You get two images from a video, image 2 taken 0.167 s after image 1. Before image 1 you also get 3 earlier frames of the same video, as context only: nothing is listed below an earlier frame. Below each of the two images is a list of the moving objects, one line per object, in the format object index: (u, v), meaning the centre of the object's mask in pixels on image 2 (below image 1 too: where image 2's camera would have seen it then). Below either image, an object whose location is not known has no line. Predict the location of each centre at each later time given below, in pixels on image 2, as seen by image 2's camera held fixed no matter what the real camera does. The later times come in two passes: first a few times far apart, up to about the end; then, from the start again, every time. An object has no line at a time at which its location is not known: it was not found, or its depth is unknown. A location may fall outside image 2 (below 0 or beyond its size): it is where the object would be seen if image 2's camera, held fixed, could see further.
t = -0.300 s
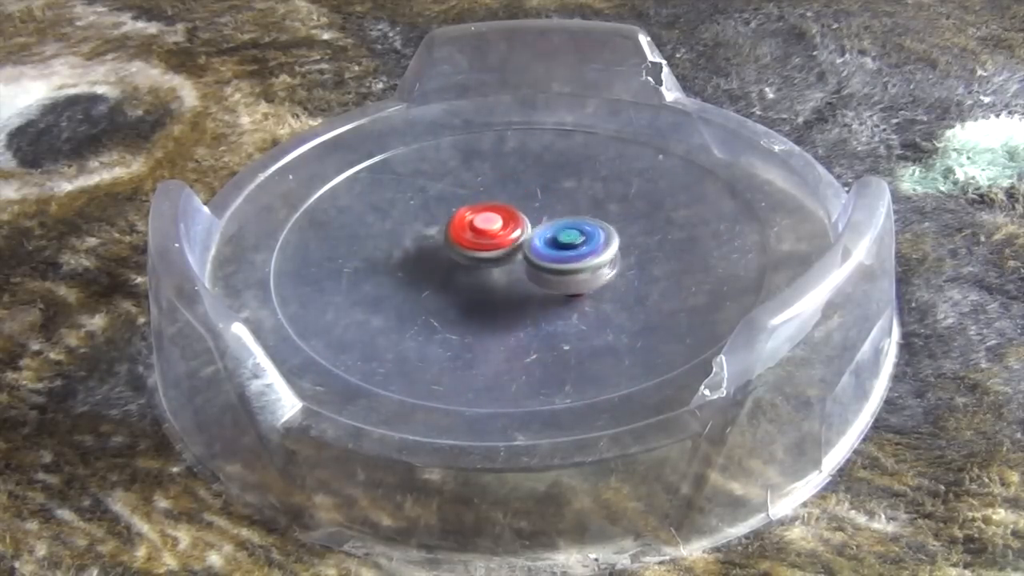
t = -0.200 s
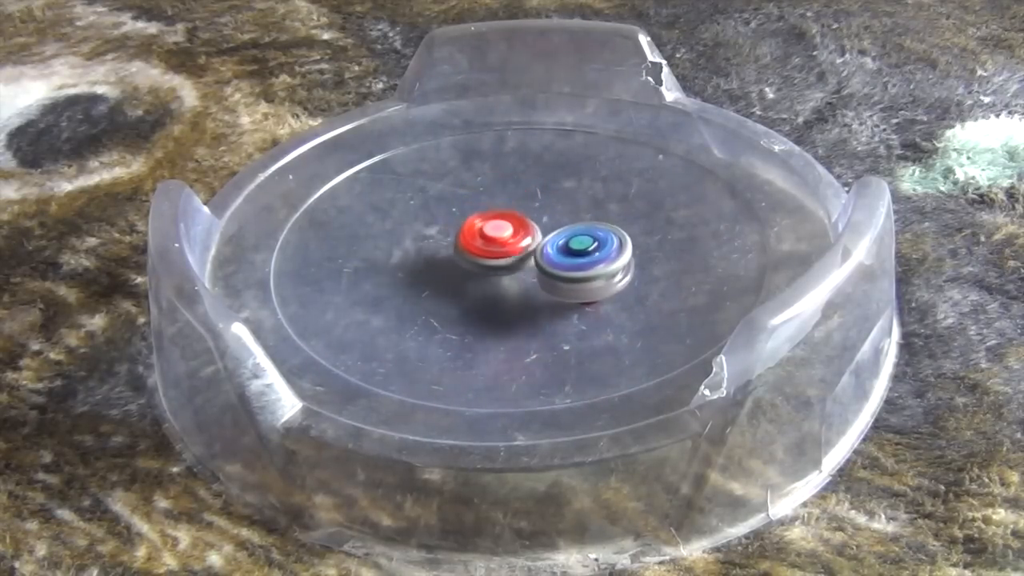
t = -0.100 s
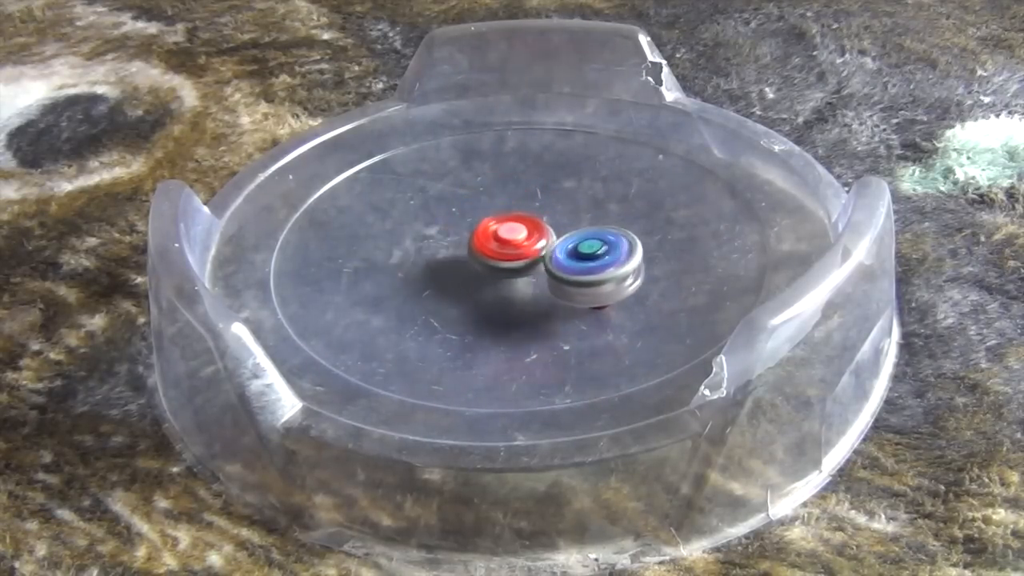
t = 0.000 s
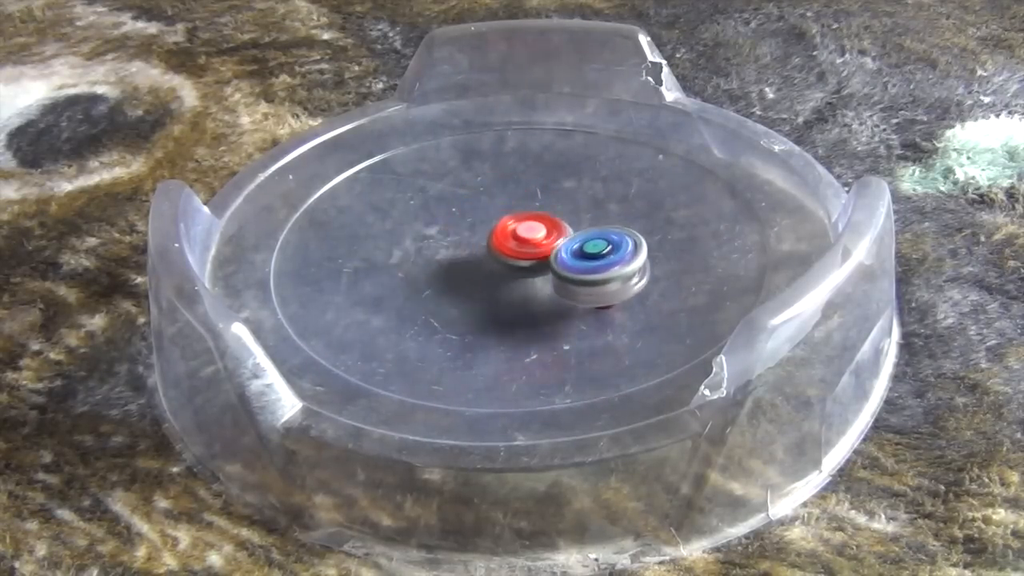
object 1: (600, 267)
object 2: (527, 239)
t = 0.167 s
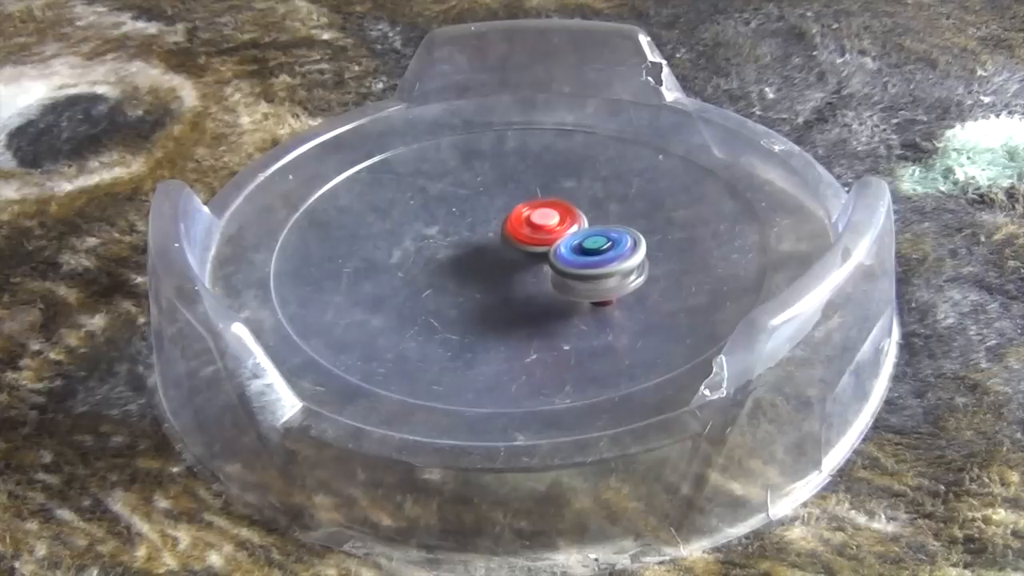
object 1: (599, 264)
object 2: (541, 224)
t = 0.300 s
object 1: (581, 262)
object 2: (533, 217)
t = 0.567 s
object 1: (544, 266)
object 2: (498, 221)
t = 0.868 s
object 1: (530, 289)
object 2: (491, 240)
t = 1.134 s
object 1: (545, 286)
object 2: (524, 234)
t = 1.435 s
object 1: (538, 269)
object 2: (520, 216)
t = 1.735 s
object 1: (539, 265)
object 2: (481, 224)
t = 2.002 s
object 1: (574, 261)
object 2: (488, 247)
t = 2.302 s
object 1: (609, 245)
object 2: (518, 244)
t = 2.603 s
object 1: (606, 235)
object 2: (511, 231)
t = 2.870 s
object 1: (584, 235)
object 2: (491, 240)
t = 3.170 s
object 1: (576, 233)
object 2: (493, 267)
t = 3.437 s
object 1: (573, 215)
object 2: (531, 273)
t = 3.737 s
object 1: (544, 193)
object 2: (542, 256)
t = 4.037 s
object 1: (512, 196)
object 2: (509, 257)
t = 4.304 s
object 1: (495, 212)
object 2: (514, 273)
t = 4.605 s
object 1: (483, 229)
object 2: (554, 268)
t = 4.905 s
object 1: (465, 238)
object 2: (560, 241)
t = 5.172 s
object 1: (445, 251)
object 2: (529, 230)
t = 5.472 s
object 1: (439, 269)
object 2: (517, 242)
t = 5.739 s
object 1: (468, 275)
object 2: (544, 243)
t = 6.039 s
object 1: (517, 273)
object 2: (553, 222)
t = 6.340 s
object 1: (556, 272)
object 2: (513, 224)
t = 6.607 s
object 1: (585, 273)
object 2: (507, 246)
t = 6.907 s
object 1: (599, 271)
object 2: (517, 254)
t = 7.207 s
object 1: (597, 263)
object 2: (508, 249)
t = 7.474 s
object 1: (583, 251)
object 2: (488, 251)
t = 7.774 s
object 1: (576, 231)
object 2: (487, 260)
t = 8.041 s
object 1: (565, 213)
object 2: (505, 260)
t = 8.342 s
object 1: (563, 199)
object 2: (511, 253)
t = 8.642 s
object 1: (561, 201)
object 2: (502, 252)
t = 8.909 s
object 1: (557, 209)
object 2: (508, 262)
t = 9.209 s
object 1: (545, 209)
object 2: (528, 271)
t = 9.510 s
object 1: (518, 206)
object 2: (546, 265)
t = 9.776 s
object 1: (493, 203)
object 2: (537, 256)
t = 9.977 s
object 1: (484, 203)
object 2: (526, 260)
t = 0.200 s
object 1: (595, 264)
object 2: (540, 221)
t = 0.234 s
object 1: (591, 264)
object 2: (539, 219)
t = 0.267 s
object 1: (586, 263)
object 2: (536, 218)
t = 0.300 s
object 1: (581, 262)
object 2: (533, 217)
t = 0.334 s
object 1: (576, 261)
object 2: (529, 217)
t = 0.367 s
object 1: (571, 261)
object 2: (526, 216)
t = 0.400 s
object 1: (567, 262)
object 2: (521, 216)
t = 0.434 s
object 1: (562, 263)
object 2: (516, 217)
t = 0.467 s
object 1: (556, 262)
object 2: (512, 218)
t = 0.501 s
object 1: (552, 263)
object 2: (507, 218)
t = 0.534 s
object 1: (548, 264)
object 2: (502, 220)
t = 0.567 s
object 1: (544, 266)
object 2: (498, 221)
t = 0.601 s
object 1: (541, 267)
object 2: (493, 223)
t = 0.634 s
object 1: (538, 270)
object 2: (489, 226)
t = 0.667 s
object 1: (537, 271)
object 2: (487, 228)
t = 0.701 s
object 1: (536, 275)
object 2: (484, 230)
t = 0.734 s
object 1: (533, 279)
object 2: (484, 233)
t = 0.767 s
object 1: (530, 283)
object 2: (484, 237)
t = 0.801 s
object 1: (529, 284)
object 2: (486, 238)
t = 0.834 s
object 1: (529, 287)
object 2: (488, 239)
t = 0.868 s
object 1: (530, 289)
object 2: (491, 240)
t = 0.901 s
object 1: (531, 290)
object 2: (495, 241)
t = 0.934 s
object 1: (535, 290)
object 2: (498, 241)
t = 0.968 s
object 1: (538, 290)
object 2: (502, 241)
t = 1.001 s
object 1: (540, 291)
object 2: (507, 240)
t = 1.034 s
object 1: (541, 291)
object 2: (511, 239)
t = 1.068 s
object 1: (542, 290)
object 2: (516, 238)
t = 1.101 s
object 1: (544, 288)
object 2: (521, 236)
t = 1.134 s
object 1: (545, 286)
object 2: (524, 234)
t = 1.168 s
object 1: (544, 284)
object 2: (527, 232)
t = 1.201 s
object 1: (544, 283)
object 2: (530, 230)
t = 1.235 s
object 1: (543, 282)
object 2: (531, 227)
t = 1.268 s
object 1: (543, 280)
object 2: (531, 225)
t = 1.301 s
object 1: (542, 278)
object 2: (530, 223)
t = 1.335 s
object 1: (541, 276)
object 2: (528, 221)
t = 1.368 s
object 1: (540, 273)
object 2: (525, 220)
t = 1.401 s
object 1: (539, 270)
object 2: (523, 218)
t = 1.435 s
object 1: (538, 269)
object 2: (520, 216)
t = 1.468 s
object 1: (537, 267)
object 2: (516, 215)
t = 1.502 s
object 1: (536, 266)
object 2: (511, 215)
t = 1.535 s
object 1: (535, 265)
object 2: (507, 214)
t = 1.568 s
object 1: (535, 265)
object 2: (502, 214)
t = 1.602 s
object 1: (534, 265)
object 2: (498, 215)
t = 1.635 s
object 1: (534, 265)
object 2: (494, 217)
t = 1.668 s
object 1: (535, 265)
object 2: (489, 219)
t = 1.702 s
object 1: (537, 265)
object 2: (485, 221)
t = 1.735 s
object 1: (539, 265)
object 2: (481, 224)
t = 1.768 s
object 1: (543, 264)
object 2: (479, 227)
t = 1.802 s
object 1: (547, 264)
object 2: (478, 230)
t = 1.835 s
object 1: (549, 264)
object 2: (477, 234)
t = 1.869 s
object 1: (554, 263)
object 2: (478, 237)
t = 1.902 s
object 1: (558, 263)
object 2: (480, 240)
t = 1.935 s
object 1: (566, 263)
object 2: (481, 242)
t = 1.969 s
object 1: (571, 262)
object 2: (484, 245)
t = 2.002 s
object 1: (574, 261)
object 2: (488, 247)
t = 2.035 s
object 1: (580, 260)
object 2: (492, 248)
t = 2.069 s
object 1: (584, 259)
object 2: (497, 249)
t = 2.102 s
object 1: (589, 257)
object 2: (500, 249)
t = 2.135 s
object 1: (594, 255)
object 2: (504, 249)
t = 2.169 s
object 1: (599, 253)
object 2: (506, 249)
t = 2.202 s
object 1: (602, 251)
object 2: (509, 248)
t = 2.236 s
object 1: (604, 249)
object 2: (513, 247)
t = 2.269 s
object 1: (607, 247)
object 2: (516, 246)
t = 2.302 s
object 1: (609, 245)
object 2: (518, 244)
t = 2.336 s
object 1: (611, 244)
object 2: (520, 243)
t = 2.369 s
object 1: (612, 242)
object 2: (522, 241)
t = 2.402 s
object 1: (612, 241)
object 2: (522, 238)
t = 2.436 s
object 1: (612, 240)
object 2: (522, 237)
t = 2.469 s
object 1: (611, 239)
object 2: (521, 236)
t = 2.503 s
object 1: (608, 237)
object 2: (519, 234)
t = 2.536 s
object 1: (607, 237)
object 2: (518, 233)
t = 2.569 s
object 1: (605, 236)
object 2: (516, 232)
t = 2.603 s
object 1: (606, 235)
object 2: (511, 231)
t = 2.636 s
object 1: (603, 236)
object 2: (508, 231)
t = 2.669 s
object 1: (600, 235)
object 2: (505, 231)
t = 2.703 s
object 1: (596, 235)
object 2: (501, 232)
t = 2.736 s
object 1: (592, 235)
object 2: (500, 234)
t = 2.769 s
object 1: (589, 235)
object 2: (498, 235)
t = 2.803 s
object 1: (587, 235)
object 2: (497, 237)
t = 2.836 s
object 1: (585, 235)
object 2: (494, 238)
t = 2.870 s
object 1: (584, 235)
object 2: (491, 240)
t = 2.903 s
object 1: (581, 235)
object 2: (490, 243)
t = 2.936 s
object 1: (581, 235)
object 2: (486, 245)
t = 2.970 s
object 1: (579, 235)
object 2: (484, 248)
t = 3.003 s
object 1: (576, 234)
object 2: (484, 251)
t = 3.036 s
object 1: (576, 235)
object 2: (484, 254)
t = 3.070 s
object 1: (575, 234)
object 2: (485, 257)
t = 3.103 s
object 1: (575, 234)
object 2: (487, 261)
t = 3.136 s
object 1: (576, 234)
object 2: (489, 264)
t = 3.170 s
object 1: (576, 233)
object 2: (493, 267)
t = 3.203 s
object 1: (577, 231)
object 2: (498, 268)
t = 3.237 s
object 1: (576, 230)
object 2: (504, 271)
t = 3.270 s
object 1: (576, 227)
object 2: (507, 272)
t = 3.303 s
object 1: (575, 226)
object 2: (513, 273)
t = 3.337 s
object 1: (575, 223)
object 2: (518, 274)
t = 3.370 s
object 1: (575, 221)
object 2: (523, 273)
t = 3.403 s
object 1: (574, 218)
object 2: (526, 274)
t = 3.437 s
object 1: (573, 215)
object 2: (531, 273)
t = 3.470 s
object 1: (570, 213)
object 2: (536, 271)
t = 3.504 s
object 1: (568, 209)
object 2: (537, 271)
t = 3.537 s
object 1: (565, 206)
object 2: (540, 270)
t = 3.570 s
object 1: (561, 204)
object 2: (543, 267)
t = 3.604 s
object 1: (558, 202)
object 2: (545, 264)
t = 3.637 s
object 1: (554, 199)
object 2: (545, 262)
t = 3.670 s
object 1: (550, 197)
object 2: (544, 261)
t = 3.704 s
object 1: (546, 195)
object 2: (543, 259)
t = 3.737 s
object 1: (544, 193)
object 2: (542, 256)
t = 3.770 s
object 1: (539, 193)
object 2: (540, 254)
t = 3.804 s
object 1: (535, 191)
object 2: (536, 253)
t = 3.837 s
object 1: (531, 191)
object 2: (532, 252)
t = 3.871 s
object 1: (527, 191)
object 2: (527, 252)
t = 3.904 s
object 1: (525, 192)
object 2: (523, 252)
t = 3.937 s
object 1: (521, 192)
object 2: (519, 253)
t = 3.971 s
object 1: (518, 194)
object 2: (515, 254)
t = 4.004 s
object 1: (515, 195)
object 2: (512, 255)
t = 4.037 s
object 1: (512, 196)
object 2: (509, 257)
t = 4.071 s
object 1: (510, 198)
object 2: (507, 259)
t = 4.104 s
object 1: (508, 200)
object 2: (506, 261)
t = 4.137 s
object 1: (505, 202)
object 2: (507, 262)
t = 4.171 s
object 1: (503, 205)
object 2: (507, 265)
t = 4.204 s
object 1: (500, 207)
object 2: (506, 267)
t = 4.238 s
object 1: (498, 208)
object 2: (507, 270)
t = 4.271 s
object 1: (496, 210)
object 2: (510, 272)
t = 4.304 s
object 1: (495, 212)
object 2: (514, 273)
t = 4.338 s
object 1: (493, 215)
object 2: (518, 274)
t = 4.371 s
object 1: (492, 217)
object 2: (522, 274)
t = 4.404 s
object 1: (490, 219)
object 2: (526, 275)
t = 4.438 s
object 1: (488, 222)
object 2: (531, 275)
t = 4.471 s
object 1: (487, 223)
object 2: (536, 274)
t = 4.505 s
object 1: (486, 225)
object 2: (542, 273)
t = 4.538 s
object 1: (485, 227)
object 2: (546, 272)
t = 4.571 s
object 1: (484, 227)
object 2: (551, 271)
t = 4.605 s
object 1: (483, 229)
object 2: (554, 268)
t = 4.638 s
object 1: (481, 230)
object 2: (558, 265)
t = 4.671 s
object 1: (478, 230)
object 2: (562, 263)
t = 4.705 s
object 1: (476, 231)
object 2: (564, 260)
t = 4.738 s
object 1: (475, 233)
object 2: (564, 256)
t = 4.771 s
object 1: (475, 234)
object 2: (564, 253)
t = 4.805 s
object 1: (471, 235)
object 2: (565, 250)
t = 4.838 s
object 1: (470, 237)
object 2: (563, 247)
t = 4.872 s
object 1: (468, 238)
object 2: (561, 244)
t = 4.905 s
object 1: (465, 238)
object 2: (560, 241)
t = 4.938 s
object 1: (463, 240)
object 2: (557, 239)
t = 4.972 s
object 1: (461, 242)
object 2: (554, 236)
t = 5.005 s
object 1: (458, 243)
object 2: (551, 234)
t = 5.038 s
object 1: (457, 244)
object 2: (546, 232)
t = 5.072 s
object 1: (451, 246)
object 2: (544, 230)
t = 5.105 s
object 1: (448, 249)
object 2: (539, 230)
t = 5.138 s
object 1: (447, 250)
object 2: (534, 229)
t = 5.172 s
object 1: (445, 251)
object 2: (529, 230)
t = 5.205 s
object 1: (441, 254)
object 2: (525, 230)
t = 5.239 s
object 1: (441, 256)
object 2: (521, 231)
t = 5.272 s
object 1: (435, 258)
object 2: (520, 232)
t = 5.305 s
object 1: (433, 262)
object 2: (518, 233)
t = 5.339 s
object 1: (433, 264)
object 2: (517, 234)
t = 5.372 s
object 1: (434, 265)
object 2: (516, 236)
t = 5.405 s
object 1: (435, 267)
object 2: (515, 238)
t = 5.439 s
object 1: (437, 268)
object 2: (516, 240)
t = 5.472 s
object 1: (439, 269)
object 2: (517, 242)
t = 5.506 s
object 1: (439, 271)
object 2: (521, 243)
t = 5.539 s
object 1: (440, 273)
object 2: (524, 244)
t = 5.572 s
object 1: (444, 274)
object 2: (527, 245)
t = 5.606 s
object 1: (448, 274)
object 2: (530, 245)
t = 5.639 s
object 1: (453, 275)
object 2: (534, 245)
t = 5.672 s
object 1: (457, 275)
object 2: (537, 244)
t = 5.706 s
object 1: (462, 275)
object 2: (541, 243)
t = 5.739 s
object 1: (468, 275)
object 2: (544, 243)
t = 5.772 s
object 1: (474, 274)
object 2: (548, 241)
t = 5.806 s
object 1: (479, 275)
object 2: (551, 239)
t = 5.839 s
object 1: (485, 274)
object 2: (554, 237)
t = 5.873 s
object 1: (489, 274)
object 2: (555, 234)
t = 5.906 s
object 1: (495, 274)
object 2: (557, 232)
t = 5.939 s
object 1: (501, 273)
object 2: (557, 229)
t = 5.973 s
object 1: (507, 273)
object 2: (557, 227)
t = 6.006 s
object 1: (512, 273)
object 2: (556, 224)
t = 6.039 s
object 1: (517, 273)
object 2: (553, 222)
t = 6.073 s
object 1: (522, 272)
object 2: (550, 220)
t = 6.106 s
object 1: (527, 273)
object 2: (545, 218)
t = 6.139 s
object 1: (532, 272)
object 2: (541, 217)
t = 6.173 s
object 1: (537, 271)
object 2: (535, 217)
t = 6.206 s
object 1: (541, 272)
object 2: (530, 217)
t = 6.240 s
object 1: (545, 271)
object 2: (523, 220)
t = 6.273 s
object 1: (549, 272)
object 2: (520, 221)
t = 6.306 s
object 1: (553, 272)
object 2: (516, 222)
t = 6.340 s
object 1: (556, 272)
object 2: (513, 224)
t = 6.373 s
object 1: (560, 271)
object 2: (511, 227)
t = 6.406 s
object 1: (563, 271)
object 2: (509, 230)
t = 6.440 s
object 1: (566, 271)
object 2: (507, 235)
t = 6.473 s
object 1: (570, 272)
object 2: (506, 238)
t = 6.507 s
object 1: (573, 272)
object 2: (506, 240)
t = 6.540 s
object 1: (577, 272)
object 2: (506, 242)
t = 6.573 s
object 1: (580, 272)
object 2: (507, 244)
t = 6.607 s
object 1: (585, 273)
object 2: (507, 246)
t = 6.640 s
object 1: (587, 273)
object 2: (508, 248)
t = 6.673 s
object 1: (589, 273)
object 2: (509, 250)
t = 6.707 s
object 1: (591, 272)
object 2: (510, 251)
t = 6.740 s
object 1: (592, 272)
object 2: (511, 253)
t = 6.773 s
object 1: (594, 272)
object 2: (512, 254)
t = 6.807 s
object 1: (595, 272)
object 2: (514, 254)
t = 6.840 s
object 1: (598, 271)
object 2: (515, 254)
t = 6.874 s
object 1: (598, 271)
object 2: (516, 254)
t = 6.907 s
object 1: (599, 271)
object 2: (517, 254)
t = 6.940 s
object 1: (599, 270)
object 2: (517, 254)
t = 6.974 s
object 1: (600, 270)
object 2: (517, 254)
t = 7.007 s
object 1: (600, 269)
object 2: (517, 253)
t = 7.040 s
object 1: (600, 268)
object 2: (517, 252)
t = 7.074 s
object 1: (599, 267)
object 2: (516, 252)
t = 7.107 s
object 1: (599, 266)
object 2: (513, 252)
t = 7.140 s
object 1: (597, 265)
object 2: (513, 251)
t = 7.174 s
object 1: (599, 264)
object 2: (511, 250)
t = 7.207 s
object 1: (597, 263)
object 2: (508, 249)
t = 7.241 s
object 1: (594, 262)
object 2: (506, 249)
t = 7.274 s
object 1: (591, 261)
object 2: (504, 249)
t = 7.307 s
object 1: (588, 259)
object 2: (501, 249)
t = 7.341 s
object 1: (592, 258)
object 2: (496, 248)
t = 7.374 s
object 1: (591, 257)
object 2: (493, 249)
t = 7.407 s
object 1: (589, 255)
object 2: (491, 249)
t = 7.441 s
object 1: (586, 253)
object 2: (489, 250)
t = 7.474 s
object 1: (583, 251)
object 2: (488, 251)
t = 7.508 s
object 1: (580, 249)
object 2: (487, 252)
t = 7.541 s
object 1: (584, 246)
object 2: (481, 252)
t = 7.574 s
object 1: (584, 245)
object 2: (480, 253)
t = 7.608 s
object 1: (583, 243)
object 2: (481, 254)
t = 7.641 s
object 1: (581, 240)
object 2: (483, 255)
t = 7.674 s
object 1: (579, 238)
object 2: (485, 257)
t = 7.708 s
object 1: (577, 236)
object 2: (487, 258)
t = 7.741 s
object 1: (577, 233)
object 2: (486, 259)
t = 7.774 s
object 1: (576, 231)
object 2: (487, 260)
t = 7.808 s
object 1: (574, 229)
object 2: (489, 260)
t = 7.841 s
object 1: (572, 226)
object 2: (491, 261)
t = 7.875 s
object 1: (571, 224)
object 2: (494, 261)
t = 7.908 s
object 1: (570, 222)
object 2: (496, 261)
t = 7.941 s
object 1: (569, 219)
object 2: (499, 260)
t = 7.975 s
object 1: (568, 217)
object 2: (501, 260)
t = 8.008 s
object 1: (567, 215)
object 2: (503, 260)
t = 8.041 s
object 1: (565, 213)
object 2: (505, 260)
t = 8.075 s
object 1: (565, 211)
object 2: (506, 260)
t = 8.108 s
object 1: (564, 209)
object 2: (507, 259)
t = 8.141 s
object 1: (563, 208)
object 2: (509, 258)
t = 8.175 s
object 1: (562, 206)
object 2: (511, 257)
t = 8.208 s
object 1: (562, 204)
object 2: (511, 256)
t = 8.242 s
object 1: (562, 203)
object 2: (512, 256)
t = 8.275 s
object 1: (562, 202)
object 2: (512, 255)
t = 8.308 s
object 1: (562, 200)
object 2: (511, 254)
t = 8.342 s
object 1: (563, 199)
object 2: (511, 253)
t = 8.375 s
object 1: (563, 199)
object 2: (510, 253)
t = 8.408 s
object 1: (563, 199)
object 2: (510, 252)
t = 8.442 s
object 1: (562, 199)
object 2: (510, 251)
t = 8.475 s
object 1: (562, 199)
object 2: (510, 251)
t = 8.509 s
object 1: (563, 198)
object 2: (507, 252)
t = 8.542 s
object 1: (564, 198)
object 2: (506, 252)
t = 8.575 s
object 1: (563, 199)
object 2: (505, 252)
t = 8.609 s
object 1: (562, 200)
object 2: (503, 252)
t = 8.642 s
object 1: (561, 201)
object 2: (502, 252)
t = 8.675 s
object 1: (560, 203)
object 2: (502, 253)
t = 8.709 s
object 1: (559, 204)
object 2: (503, 254)
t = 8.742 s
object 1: (559, 205)
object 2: (502, 255)
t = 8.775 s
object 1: (559, 206)
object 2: (504, 256)
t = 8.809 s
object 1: (558, 208)
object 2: (504, 258)
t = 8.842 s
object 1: (559, 207)
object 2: (504, 260)
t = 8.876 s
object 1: (559, 209)
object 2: (506, 261)
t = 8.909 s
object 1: (557, 209)
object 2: (508, 262)
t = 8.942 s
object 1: (558, 208)
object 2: (509, 264)
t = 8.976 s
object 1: (557, 209)
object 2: (511, 265)
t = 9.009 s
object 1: (555, 210)
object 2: (514, 266)
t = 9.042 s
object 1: (554, 210)
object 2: (515, 268)
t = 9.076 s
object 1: (553, 210)
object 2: (518, 269)
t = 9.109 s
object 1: (550, 210)
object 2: (520, 269)
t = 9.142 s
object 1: (549, 209)
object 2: (522, 270)
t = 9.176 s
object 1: (547, 210)
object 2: (525, 271)
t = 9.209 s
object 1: (545, 209)
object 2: (528, 271)
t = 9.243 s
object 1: (542, 209)
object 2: (532, 271)
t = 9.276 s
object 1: (538, 209)
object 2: (533, 273)
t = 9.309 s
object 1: (536, 209)
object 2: (536, 272)
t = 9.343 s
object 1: (533, 208)
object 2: (539, 271)
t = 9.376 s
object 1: (530, 208)
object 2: (541, 270)
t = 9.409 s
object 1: (527, 208)
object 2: (543, 268)
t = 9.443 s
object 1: (524, 208)
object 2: (545, 267)
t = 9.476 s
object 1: (521, 206)
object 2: (546, 266)
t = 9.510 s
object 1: (518, 206)
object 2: (546, 265)
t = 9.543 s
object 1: (515, 206)
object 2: (546, 262)
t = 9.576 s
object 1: (511, 206)
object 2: (546, 261)
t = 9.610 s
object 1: (507, 206)
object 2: (545, 260)
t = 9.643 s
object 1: (503, 204)
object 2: (545, 260)
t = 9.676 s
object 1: (500, 204)
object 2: (544, 259)
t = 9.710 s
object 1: (497, 204)
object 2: (543, 257)
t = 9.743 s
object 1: (495, 204)
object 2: (540, 256)
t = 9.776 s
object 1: (493, 203)
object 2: (537, 256)
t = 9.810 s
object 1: (491, 203)
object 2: (535, 256)
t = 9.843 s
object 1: (489, 202)
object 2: (532, 256)
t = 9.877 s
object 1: (486, 202)
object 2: (530, 257)
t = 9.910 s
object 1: (485, 202)
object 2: (529, 258)
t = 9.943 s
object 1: (485, 202)
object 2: (527, 259)
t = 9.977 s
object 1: (484, 203)
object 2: (526, 260)
